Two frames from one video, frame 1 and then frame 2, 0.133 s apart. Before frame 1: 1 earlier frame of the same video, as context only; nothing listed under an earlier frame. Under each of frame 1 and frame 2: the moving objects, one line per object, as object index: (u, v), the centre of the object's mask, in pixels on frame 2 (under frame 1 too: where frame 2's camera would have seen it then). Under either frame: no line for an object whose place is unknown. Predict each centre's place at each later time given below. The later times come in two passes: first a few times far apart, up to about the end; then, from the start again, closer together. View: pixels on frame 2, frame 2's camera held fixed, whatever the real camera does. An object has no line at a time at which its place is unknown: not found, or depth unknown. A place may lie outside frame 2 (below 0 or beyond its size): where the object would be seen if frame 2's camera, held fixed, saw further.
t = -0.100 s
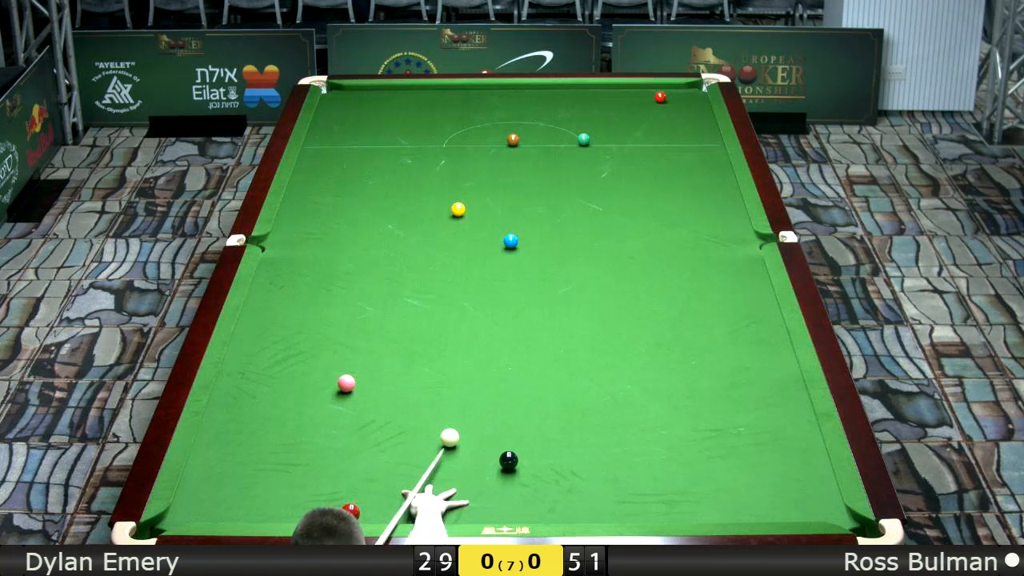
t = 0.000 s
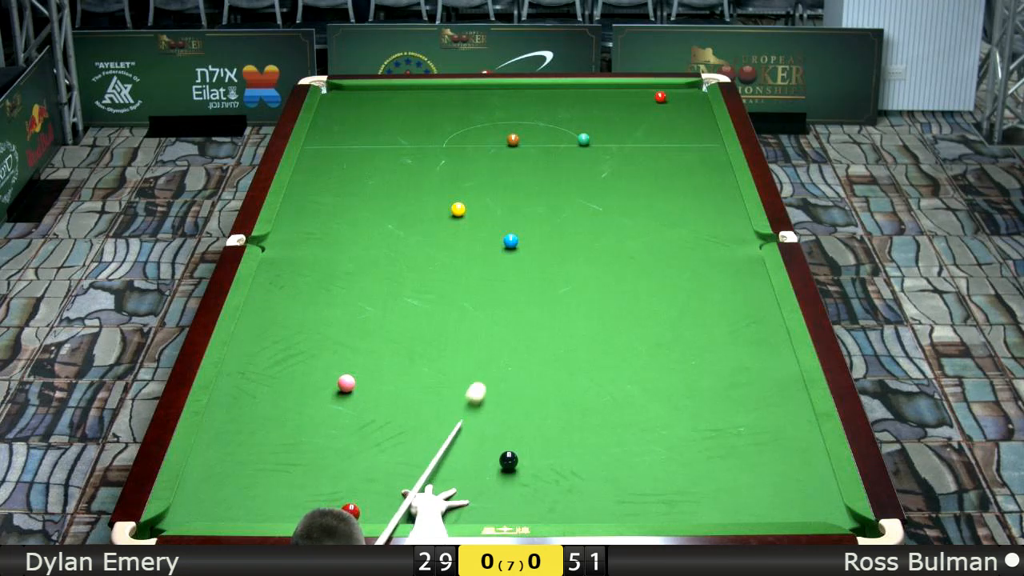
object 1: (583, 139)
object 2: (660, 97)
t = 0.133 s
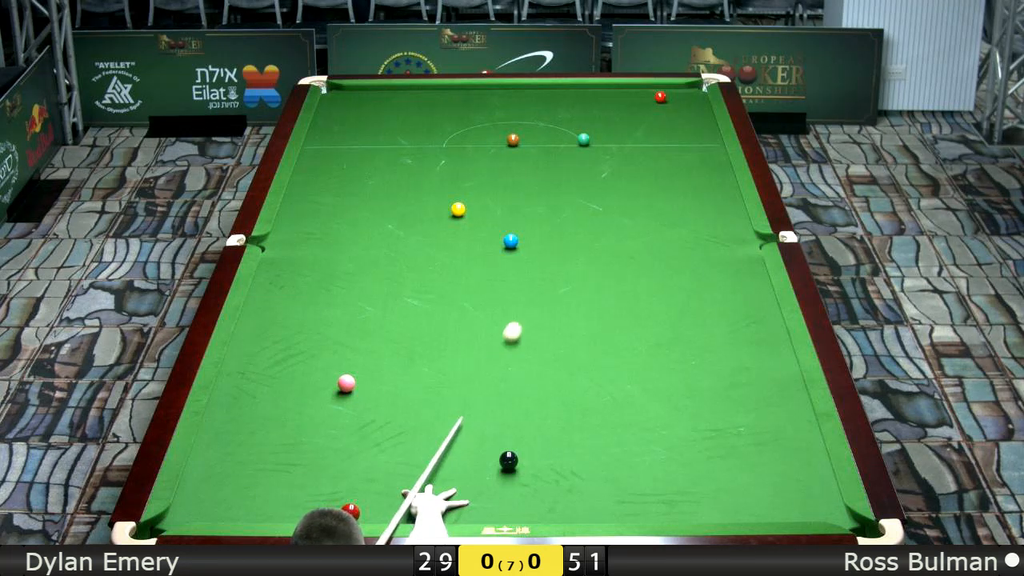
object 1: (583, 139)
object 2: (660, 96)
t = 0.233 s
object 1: (583, 139)
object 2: (660, 96)
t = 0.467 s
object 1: (583, 139)
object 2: (660, 96)
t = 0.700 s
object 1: (583, 139)
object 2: (660, 96)
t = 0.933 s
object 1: (583, 139)
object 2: (660, 96)
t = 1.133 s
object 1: (583, 139)
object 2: (660, 96)
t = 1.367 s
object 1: (583, 139)
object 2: (660, 96)
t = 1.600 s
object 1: (583, 139)
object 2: (680, 93)
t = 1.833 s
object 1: (583, 139)
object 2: (698, 89)
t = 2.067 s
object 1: (583, 139)
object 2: (688, 86)
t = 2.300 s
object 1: (583, 139)
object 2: (684, 89)
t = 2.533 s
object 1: (583, 139)
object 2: (681, 93)
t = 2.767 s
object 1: (578, 140)
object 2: (678, 95)
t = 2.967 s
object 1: (567, 143)
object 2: (676, 97)
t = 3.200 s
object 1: (555, 146)
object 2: (674, 98)
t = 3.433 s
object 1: (543, 148)
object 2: (672, 101)
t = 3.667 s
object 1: (534, 151)
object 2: (670, 102)
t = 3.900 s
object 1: (524, 153)
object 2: (668, 103)
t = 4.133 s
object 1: (516, 155)
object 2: (667, 104)
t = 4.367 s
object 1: (508, 157)
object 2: (666, 105)
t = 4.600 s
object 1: (501, 158)
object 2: (666, 105)
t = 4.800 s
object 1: (496, 159)
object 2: (665, 105)
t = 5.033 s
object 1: (491, 160)
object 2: (665, 105)
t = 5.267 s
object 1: (487, 161)
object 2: (665, 105)
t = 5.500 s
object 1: (484, 161)
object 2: (665, 105)
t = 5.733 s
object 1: (482, 162)
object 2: (665, 105)
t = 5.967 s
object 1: (480, 162)
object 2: (665, 105)
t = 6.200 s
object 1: (480, 162)
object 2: (665, 105)
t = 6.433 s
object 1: (480, 162)
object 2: (665, 105)
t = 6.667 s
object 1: (480, 162)
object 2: (665, 105)
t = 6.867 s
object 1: (480, 162)
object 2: (665, 105)
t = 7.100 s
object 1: (480, 163)
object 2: (665, 105)
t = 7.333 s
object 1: (480, 162)
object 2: (665, 105)
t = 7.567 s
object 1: (480, 163)
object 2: (665, 105)
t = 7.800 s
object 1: (480, 163)
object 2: (665, 105)
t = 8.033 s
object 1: (480, 162)
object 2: (665, 105)
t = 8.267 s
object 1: (480, 163)
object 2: (665, 105)
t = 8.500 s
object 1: (480, 163)
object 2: (665, 105)
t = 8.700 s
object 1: (480, 162)
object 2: (665, 105)
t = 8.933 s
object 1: (480, 162)
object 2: (665, 105)
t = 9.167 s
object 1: (480, 162)
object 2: (665, 105)
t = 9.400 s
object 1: (480, 162)
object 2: (665, 105)
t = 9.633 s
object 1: (480, 162)
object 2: (665, 105)
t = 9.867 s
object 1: (480, 162)
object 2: (665, 105)
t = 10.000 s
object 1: (480, 162)
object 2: (665, 105)
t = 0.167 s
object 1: (583, 139)
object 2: (660, 96)
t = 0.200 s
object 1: (583, 139)
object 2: (660, 96)
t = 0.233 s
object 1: (583, 139)
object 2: (660, 96)
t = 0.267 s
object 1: (583, 139)
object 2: (660, 96)
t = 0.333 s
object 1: (583, 139)
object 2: (660, 96)
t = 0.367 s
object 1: (583, 139)
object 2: (660, 96)
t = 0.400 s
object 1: (583, 139)
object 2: (660, 96)
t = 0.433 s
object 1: (583, 139)
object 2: (660, 96)
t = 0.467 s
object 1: (583, 139)
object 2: (660, 96)
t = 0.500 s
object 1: (583, 139)
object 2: (660, 96)
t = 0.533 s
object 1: (583, 139)
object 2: (660, 96)
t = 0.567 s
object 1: (583, 139)
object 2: (660, 96)
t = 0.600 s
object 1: (583, 139)
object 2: (660, 96)
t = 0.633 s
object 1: (583, 139)
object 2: (660, 96)
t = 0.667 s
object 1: (583, 139)
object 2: (660, 96)
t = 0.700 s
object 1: (583, 139)
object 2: (660, 96)
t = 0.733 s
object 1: (583, 139)
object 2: (660, 96)
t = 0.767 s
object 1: (583, 139)
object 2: (660, 96)
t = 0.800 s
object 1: (583, 139)
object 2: (660, 96)
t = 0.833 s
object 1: (583, 139)
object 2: (660, 96)
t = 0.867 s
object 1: (583, 139)
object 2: (660, 96)
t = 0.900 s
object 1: (583, 139)
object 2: (660, 96)
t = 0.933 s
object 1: (583, 139)
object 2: (660, 96)
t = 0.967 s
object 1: (583, 139)
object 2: (660, 96)
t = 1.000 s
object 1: (583, 139)
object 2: (660, 96)
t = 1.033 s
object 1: (583, 139)
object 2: (660, 96)
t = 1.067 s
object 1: (583, 139)
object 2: (660, 96)
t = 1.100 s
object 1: (583, 139)
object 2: (660, 96)
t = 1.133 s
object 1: (583, 139)
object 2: (660, 96)
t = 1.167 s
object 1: (583, 139)
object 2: (660, 96)
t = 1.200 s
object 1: (583, 139)
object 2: (660, 96)
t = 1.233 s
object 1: (583, 139)
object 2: (660, 96)
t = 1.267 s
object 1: (583, 139)
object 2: (660, 96)
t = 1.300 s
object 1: (583, 139)
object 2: (660, 96)
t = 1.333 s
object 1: (583, 139)
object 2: (660, 96)
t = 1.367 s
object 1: (583, 139)
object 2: (660, 96)
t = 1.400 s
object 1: (583, 139)
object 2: (660, 96)
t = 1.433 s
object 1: (583, 139)
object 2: (661, 96)
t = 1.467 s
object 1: (583, 139)
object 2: (661, 96)
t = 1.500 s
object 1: (583, 139)
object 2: (667, 95)
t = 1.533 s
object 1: (583, 139)
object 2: (673, 95)
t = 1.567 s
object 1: (583, 139)
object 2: (675, 94)
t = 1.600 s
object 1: (583, 139)
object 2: (680, 93)
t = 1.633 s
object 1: (583, 139)
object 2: (684, 93)
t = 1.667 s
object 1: (583, 139)
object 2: (687, 92)
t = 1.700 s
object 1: (583, 139)
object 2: (691, 91)
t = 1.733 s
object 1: (583, 139)
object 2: (695, 91)
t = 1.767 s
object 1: (583, 139)
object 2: (697, 91)
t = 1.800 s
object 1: (583, 139)
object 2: (700, 90)
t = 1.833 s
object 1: (583, 139)
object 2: (698, 89)
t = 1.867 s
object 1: (583, 139)
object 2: (697, 89)
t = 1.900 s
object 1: (583, 139)
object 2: (695, 88)
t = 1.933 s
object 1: (583, 139)
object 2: (693, 87)
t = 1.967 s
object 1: (583, 139)
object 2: (692, 87)
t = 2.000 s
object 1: (583, 139)
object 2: (690, 86)
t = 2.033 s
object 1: (583, 139)
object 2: (688, 86)
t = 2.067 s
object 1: (583, 139)
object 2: (688, 86)
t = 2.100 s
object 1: (583, 139)
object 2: (687, 87)
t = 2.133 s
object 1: (583, 139)
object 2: (687, 87)
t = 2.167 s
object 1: (583, 139)
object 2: (687, 87)
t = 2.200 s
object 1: (583, 139)
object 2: (686, 88)
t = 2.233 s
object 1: (583, 139)
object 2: (685, 89)
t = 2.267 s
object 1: (583, 139)
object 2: (685, 89)
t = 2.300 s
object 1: (583, 139)
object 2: (684, 89)
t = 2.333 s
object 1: (583, 139)
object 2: (684, 90)
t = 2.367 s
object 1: (583, 139)
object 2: (684, 90)
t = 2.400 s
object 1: (583, 139)
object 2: (683, 91)
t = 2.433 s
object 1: (583, 139)
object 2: (683, 91)
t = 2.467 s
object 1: (583, 139)
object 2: (682, 91)
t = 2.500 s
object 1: (583, 139)
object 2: (681, 92)
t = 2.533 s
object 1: (583, 139)
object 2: (681, 93)
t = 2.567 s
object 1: (583, 139)
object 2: (681, 92)
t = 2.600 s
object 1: (583, 139)
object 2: (680, 93)
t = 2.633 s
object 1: (583, 139)
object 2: (680, 93)
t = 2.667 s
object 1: (583, 139)
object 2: (680, 93)
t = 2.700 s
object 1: (582, 140)
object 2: (679, 94)
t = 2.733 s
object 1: (579, 140)
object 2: (679, 95)
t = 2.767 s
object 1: (578, 140)
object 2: (678, 95)
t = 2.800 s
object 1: (575, 141)
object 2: (678, 95)
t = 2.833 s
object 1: (573, 141)
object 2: (677, 95)
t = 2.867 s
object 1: (572, 142)
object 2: (677, 96)
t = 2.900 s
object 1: (570, 142)
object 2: (677, 96)
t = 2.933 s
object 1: (568, 143)
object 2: (676, 97)
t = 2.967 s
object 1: (567, 143)
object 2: (676, 97)
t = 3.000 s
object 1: (565, 143)
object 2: (676, 97)
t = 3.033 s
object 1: (563, 144)
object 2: (675, 97)
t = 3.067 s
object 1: (562, 144)
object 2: (675, 97)
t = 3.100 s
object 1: (560, 145)
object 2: (674, 98)
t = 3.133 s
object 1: (558, 145)
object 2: (674, 98)
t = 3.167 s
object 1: (557, 145)
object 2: (674, 98)
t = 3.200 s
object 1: (555, 146)
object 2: (674, 98)
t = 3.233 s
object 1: (553, 146)
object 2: (673, 99)
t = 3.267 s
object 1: (552, 147)
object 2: (673, 99)
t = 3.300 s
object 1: (550, 147)
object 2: (672, 100)
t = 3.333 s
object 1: (548, 147)
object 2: (672, 100)
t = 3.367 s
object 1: (547, 148)
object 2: (672, 100)
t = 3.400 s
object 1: (546, 148)
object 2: (672, 100)
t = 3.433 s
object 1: (543, 148)
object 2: (672, 101)
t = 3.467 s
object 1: (543, 149)
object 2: (671, 101)
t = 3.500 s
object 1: (541, 149)
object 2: (671, 101)
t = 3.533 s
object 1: (539, 150)
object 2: (671, 101)
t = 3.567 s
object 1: (538, 150)
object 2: (671, 101)
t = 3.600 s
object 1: (537, 150)
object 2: (671, 102)
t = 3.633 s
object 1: (535, 150)
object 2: (670, 102)
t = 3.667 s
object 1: (534, 151)
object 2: (670, 102)
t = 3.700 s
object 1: (532, 151)
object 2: (670, 103)
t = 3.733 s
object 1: (531, 152)
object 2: (669, 103)
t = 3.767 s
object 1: (530, 152)
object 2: (669, 102)
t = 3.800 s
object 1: (528, 152)
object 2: (669, 103)
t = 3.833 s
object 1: (527, 153)
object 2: (669, 103)
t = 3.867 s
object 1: (526, 153)
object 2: (669, 103)
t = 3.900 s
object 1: (524, 153)
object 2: (668, 103)
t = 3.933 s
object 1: (523, 154)
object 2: (668, 103)
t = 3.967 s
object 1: (522, 154)
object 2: (668, 103)
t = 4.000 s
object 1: (521, 154)
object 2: (668, 104)
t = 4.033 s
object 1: (519, 154)
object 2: (668, 104)
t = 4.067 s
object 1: (518, 155)
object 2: (668, 104)
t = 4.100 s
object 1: (517, 155)
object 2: (667, 104)
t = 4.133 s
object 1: (516, 155)
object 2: (667, 104)
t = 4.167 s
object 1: (515, 155)
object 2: (667, 104)
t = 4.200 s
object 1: (513, 156)
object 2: (667, 104)
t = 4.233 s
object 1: (512, 156)
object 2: (667, 104)
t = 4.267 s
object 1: (511, 156)
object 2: (667, 104)
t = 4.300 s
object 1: (510, 156)
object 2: (667, 104)
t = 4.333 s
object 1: (509, 157)
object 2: (667, 104)
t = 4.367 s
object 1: (508, 157)
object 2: (666, 105)
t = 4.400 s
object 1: (507, 157)
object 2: (666, 105)
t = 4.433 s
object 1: (506, 157)
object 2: (666, 105)
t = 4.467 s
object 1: (505, 157)
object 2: (666, 105)
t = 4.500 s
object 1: (504, 158)
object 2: (666, 105)
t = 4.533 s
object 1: (503, 158)
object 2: (666, 105)
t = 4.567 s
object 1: (502, 158)
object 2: (666, 105)
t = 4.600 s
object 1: (501, 158)
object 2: (666, 105)
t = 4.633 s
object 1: (500, 159)
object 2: (666, 105)
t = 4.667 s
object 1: (500, 158)
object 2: (666, 105)
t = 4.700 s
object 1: (499, 159)
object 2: (666, 105)
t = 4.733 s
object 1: (498, 159)
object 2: (666, 105)
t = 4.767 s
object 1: (497, 159)
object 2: (666, 105)
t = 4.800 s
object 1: (496, 159)
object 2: (665, 105)
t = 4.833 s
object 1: (495, 159)
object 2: (665, 105)
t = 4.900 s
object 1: (494, 160)
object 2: (665, 105)
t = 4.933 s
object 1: (493, 160)
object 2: (665, 105)
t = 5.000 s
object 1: (492, 160)
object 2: (665, 105)
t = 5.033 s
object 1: (491, 160)
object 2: (665, 105)
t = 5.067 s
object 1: (491, 160)
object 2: (665, 105)
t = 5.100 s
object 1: (490, 161)
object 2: (665, 105)
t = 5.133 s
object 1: (489, 160)
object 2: (665, 105)
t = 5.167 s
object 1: (489, 161)
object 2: (665, 105)
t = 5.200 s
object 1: (488, 161)
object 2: (665, 105)
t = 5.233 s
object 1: (488, 161)
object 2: (665, 105)
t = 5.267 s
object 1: (487, 161)
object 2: (665, 105)
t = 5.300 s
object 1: (487, 161)
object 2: (665, 105)
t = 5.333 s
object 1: (486, 161)
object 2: (665, 105)
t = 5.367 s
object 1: (485, 162)
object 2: (665, 105)
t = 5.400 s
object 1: (485, 161)
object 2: (665, 105)
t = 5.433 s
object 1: (485, 161)
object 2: (665, 105)
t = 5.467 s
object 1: (484, 161)
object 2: (665, 105)
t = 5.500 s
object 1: (484, 161)
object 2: (665, 105)
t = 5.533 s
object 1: (484, 161)
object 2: (665, 105)
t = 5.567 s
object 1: (483, 162)
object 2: (665, 105)
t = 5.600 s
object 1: (483, 161)
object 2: (665, 105)
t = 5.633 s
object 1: (483, 162)
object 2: (665, 105)
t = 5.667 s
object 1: (482, 162)
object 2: (665, 105)
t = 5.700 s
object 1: (482, 162)
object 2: (665, 105)
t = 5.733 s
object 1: (482, 162)
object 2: (665, 105)
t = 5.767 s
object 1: (482, 162)
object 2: (665, 105)
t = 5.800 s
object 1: (481, 162)
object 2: (665, 105)
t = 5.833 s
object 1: (481, 162)
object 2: (665, 105)
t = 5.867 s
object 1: (481, 162)
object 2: (665, 105)
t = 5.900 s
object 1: (481, 162)
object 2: (665, 105)
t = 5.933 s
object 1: (481, 163)
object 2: (665, 105)
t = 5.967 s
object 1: (480, 162)
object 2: (665, 105)
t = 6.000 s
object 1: (480, 163)
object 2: (665, 105)
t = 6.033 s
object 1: (480, 162)
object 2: (665, 105)
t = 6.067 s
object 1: (480, 162)
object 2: (665, 105)
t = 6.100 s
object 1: (480, 162)
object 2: (665, 105)
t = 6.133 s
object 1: (480, 162)
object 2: (665, 105)
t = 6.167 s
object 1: (480, 162)
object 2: (665, 105)
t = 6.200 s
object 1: (480, 162)
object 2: (665, 105)
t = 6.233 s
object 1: (480, 162)
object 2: (665, 105)
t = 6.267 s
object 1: (480, 162)
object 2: (665, 105)
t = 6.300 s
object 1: (480, 163)
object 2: (665, 105)
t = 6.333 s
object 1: (480, 163)
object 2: (665, 105)
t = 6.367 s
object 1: (480, 162)
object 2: (665, 105)
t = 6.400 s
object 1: (480, 162)
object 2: (665, 105)
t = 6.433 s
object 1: (480, 162)
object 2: (665, 105)
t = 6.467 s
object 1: (480, 162)
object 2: (665, 105)
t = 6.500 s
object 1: (480, 163)
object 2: (665, 105)
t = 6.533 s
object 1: (480, 162)
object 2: (665, 105)
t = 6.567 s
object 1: (480, 162)
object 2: (665, 105)
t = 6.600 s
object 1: (480, 162)
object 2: (665, 105)
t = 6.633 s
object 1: (480, 162)
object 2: (665, 105)
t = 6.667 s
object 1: (480, 162)
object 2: (665, 105)
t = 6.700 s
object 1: (480, 162)
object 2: (665, 105)
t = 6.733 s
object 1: (480, 162)
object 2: (665, 105)
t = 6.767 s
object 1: (480, 162)
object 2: (665, 105)
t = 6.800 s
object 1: (480, 163)
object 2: (665, 105)
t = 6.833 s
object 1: (480, 162)
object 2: (665, 105)
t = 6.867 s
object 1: (480, 162)
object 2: (665, 105)
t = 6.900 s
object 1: (480, 162)
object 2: (665, 105)
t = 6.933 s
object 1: (480, 162)
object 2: (665, 105)
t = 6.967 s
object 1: (480, 162)
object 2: (665, 105)
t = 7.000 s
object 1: (480, 163)
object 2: (665, 105)
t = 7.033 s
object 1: (480, 162)
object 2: (665, 105)
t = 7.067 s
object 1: (480, 163)
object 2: (665, 105)
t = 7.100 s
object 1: (480, 163)
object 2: (665, 105)
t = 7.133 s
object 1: (480, 162)
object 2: (665, 105)
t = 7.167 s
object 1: (480, 162)
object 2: (665, 105)
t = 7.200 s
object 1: (480, 163)
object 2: (665, 105)
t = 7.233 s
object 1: (480, 163)
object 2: (665, 105)
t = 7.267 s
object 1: (480, 163)
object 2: (665, 105)
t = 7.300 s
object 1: (480, 162)
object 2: (665, 105)
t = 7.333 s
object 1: (480, 162)
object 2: (665, 105)
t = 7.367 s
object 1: (480, 162)
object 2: (665, 105)
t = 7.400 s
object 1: (480, 162)
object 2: (665, 105)
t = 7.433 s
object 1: (480, 162)
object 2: (665, 105)
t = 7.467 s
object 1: (480, 162)
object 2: (665, 105)
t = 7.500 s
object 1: (480, 163)
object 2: (665, 105)
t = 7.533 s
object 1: (480, 162)
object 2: (665, 105)
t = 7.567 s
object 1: (480, 163)
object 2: (665, 105)
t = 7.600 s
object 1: (480, 162)
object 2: (665, 105)
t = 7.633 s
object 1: (480, 162)
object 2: (665, 105)
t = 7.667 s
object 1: (480, 162)
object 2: (665, 105)
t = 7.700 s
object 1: (480, 162)
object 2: (665, 105)
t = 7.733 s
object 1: (480, 162)
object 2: (665, 105)
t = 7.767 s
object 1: (480, 162)
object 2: (665, 105)
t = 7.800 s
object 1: (480, 163)
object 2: (665, 105)
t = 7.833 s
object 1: (480, 162)
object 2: (665, 105)
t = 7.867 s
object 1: (480, 162)
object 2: (665, 105)
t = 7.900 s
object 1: (480, 162)
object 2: (665, 105)
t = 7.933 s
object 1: (480, 162)
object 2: (665, 105)
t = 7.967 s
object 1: (480, 162)
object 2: (665, 105)
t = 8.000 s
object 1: (480, 162)
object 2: (665, 105)
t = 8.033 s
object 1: (480, 162)
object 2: (665, 105)
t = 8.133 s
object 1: (480, 163)
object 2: (665, 105)
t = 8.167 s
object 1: (480, 162)
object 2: (665, 105)
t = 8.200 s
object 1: (480, 162)
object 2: (665, 105)
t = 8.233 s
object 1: (480, 163)
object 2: (665, 105)
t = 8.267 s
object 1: (480, 163)
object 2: (665, 105)
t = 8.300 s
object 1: (480, 162)
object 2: (665, 105)
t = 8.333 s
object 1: (480, 162)
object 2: (665, 105)
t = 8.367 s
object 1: (480, 162)
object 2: (665, 105)
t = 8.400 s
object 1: (480, 162)
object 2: (665, 105)
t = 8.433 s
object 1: (480, 163)
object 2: (665, 105)
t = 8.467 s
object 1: (480, 162)
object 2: (665, 105)
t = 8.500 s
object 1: (480, 163)
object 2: (665, 105)
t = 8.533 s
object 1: (480, 162)
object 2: (665, 105)
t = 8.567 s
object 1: (480, 163)
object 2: (665, 105)
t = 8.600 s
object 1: (480, 163)
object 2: (665, 105)
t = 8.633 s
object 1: (480, 163)
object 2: (665, 105)
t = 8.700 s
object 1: (480, 162)
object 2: (665, 105)
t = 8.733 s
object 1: (480, 162)
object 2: (665, 105)
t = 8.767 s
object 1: (480, 162)
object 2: (665, 105)
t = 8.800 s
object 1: (480, 162)
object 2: (665, 105)
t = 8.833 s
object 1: (480, 162)
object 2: (665, 105)
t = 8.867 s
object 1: (480, 162)
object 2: (665, 105)
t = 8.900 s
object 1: (480, 162)
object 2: (665, 105)
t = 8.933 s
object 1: (480, 162)
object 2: (665, 105)
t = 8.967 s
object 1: (480, 162)
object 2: (665, 105)
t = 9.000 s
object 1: (480, 162)
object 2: (665, 105)
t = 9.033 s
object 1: (480, 162)
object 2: (665, 105)
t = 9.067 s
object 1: (480, 162)
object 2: (665, 105)
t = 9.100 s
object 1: (480, 162)
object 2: (665, 105)
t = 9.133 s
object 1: (480, 162)
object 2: (665, 105)
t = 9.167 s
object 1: (480, 162)
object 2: (665, 105)
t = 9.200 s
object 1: (480, 162)
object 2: (665, 105)
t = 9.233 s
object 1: (480, 162)
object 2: (665, 105)
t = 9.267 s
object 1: (480, 162)
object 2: (665, 105)
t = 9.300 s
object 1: (480, 162)
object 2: (665, 105)
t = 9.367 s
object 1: (480, 162)
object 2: (665, 105)
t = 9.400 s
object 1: (480, 162)
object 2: (665, 105)
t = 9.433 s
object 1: (480, 162)
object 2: (665, 105)
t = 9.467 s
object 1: (480, 162)
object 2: (665, 105)
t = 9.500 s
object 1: (480, 162)
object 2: (665, 105)
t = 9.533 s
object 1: (480, 162)
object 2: (665, 105)
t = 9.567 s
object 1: (480, 162)
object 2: (665, 105)
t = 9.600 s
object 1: (480, 162)
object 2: (665, 105)
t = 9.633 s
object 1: (480, 162)
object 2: (665, 105)
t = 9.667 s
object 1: (480, 162)
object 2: (665, 105)
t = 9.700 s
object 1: (480, 162)
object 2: (665, 105)
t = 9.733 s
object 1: (480, 162)
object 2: (665, 105)
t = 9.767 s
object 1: (480, 162)
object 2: (665, 105)
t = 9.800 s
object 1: (480, 162)
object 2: (665, 105)
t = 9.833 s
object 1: (480, 162)
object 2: (665, 105)
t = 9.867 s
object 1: (480, 162)
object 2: (665, 105)
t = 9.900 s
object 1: (480, 162)
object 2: (665, 105)
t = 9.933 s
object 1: (480, 162)
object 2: (665, 105)
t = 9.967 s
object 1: (480, 162)
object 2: (665, 105)
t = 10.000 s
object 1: (480, 162)
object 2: (665, 105)
